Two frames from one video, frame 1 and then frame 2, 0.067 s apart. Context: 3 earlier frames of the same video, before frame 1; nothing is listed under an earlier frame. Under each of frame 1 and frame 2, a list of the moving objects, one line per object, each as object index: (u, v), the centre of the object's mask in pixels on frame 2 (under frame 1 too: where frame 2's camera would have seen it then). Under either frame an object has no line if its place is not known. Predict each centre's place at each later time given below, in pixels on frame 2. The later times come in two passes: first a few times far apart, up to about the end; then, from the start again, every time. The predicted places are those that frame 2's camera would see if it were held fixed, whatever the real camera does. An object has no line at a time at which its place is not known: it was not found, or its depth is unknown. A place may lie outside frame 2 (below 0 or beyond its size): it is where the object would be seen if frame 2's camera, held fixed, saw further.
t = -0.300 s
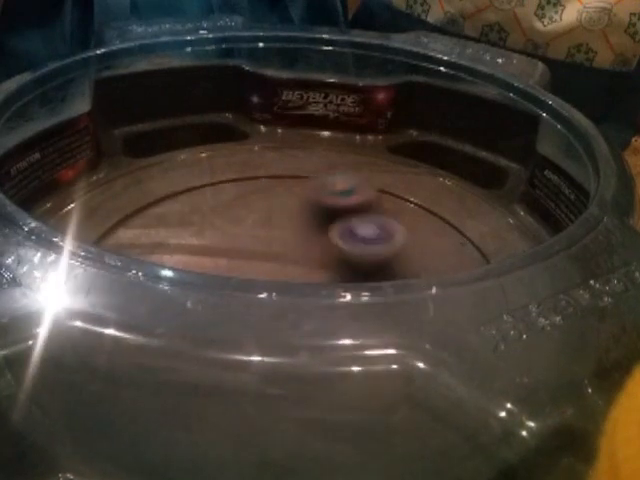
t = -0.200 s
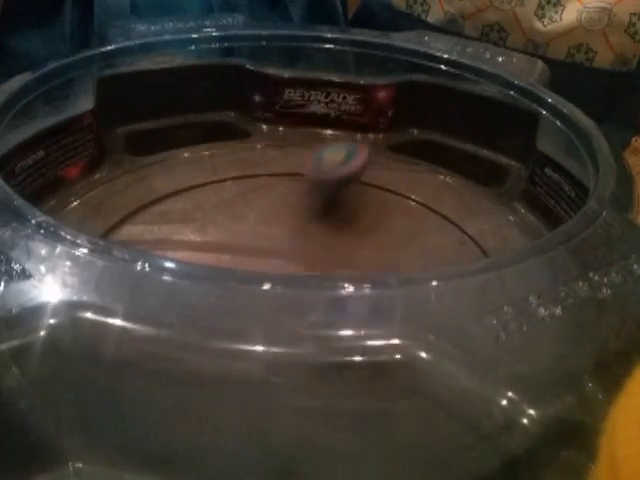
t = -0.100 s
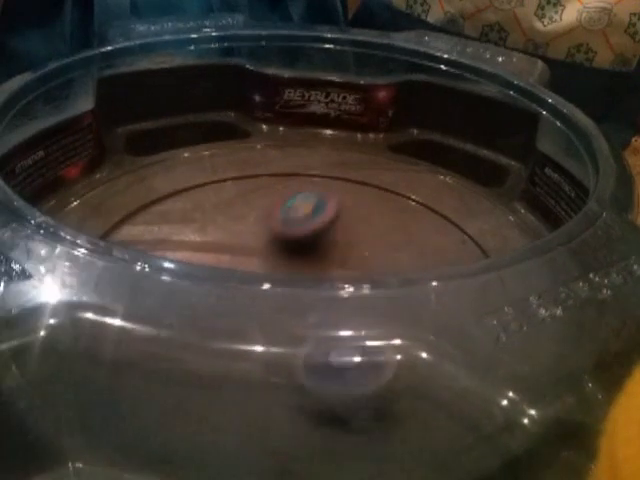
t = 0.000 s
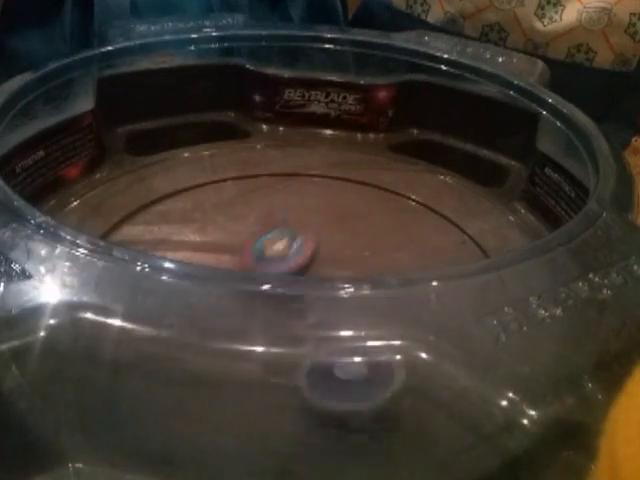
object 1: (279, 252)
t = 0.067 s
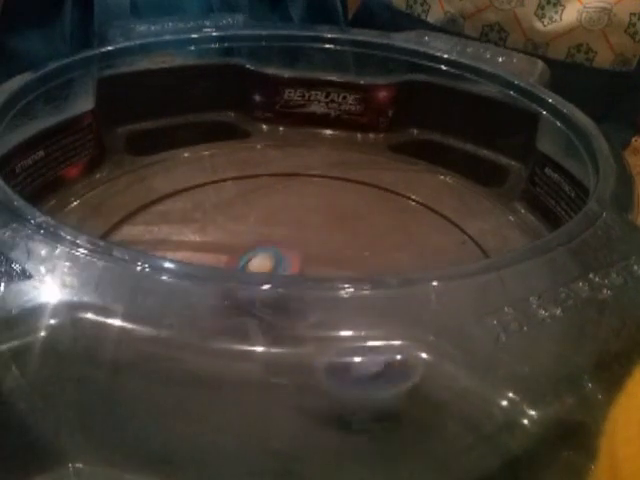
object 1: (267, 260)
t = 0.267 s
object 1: (233, 263)
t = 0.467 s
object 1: (221, 233)
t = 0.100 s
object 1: (261, 263)
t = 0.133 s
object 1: (253, 265)
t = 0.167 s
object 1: (246, 265)
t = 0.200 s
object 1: (241, 264)
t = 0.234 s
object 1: (234, 265)
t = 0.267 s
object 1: (233, 263)
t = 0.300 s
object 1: (229, 259)
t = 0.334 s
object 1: (226, 255)
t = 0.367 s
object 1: (222, 250)
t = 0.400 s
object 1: (220, 246)
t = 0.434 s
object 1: (220, 240)
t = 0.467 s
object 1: (221, 233)
